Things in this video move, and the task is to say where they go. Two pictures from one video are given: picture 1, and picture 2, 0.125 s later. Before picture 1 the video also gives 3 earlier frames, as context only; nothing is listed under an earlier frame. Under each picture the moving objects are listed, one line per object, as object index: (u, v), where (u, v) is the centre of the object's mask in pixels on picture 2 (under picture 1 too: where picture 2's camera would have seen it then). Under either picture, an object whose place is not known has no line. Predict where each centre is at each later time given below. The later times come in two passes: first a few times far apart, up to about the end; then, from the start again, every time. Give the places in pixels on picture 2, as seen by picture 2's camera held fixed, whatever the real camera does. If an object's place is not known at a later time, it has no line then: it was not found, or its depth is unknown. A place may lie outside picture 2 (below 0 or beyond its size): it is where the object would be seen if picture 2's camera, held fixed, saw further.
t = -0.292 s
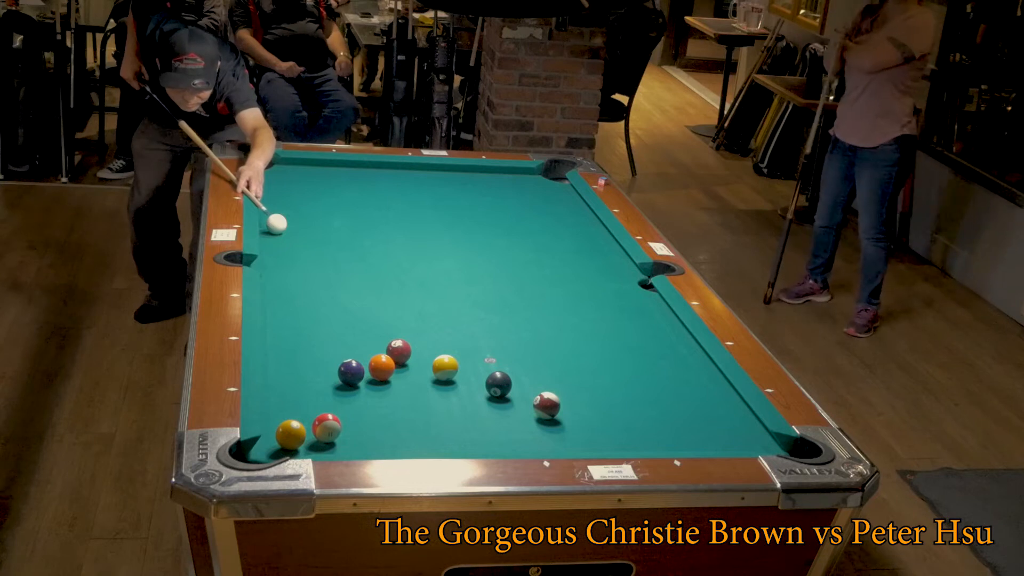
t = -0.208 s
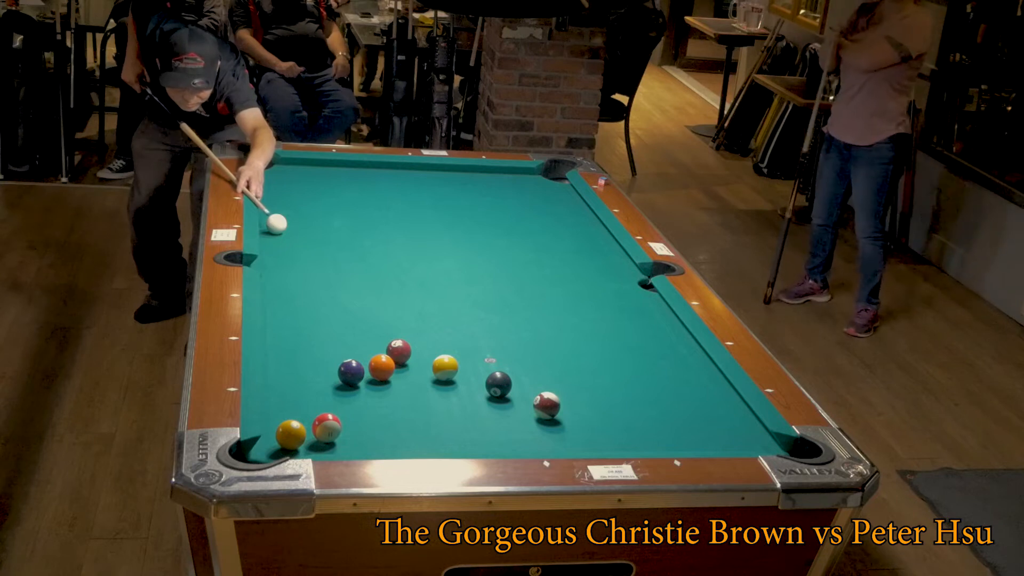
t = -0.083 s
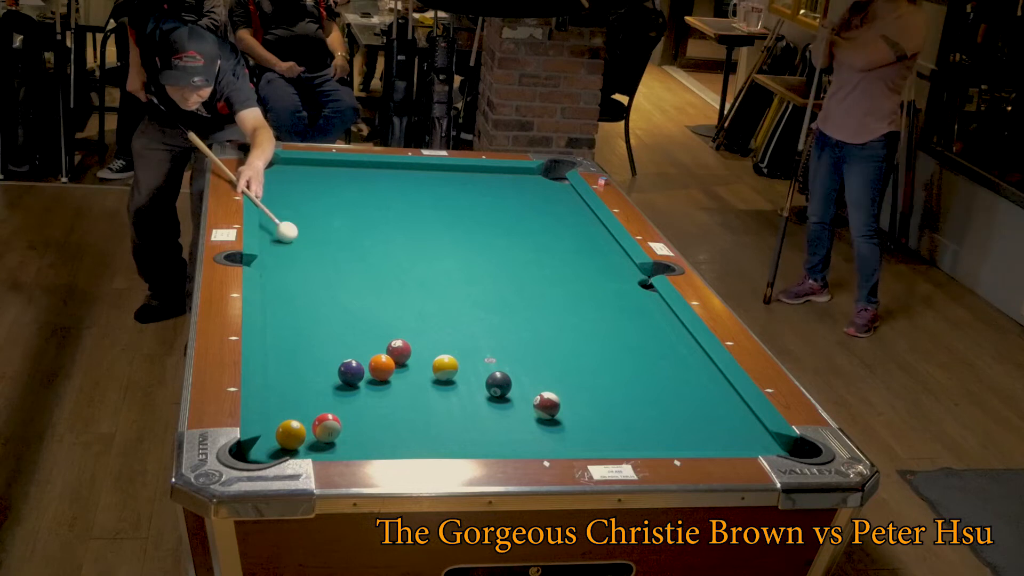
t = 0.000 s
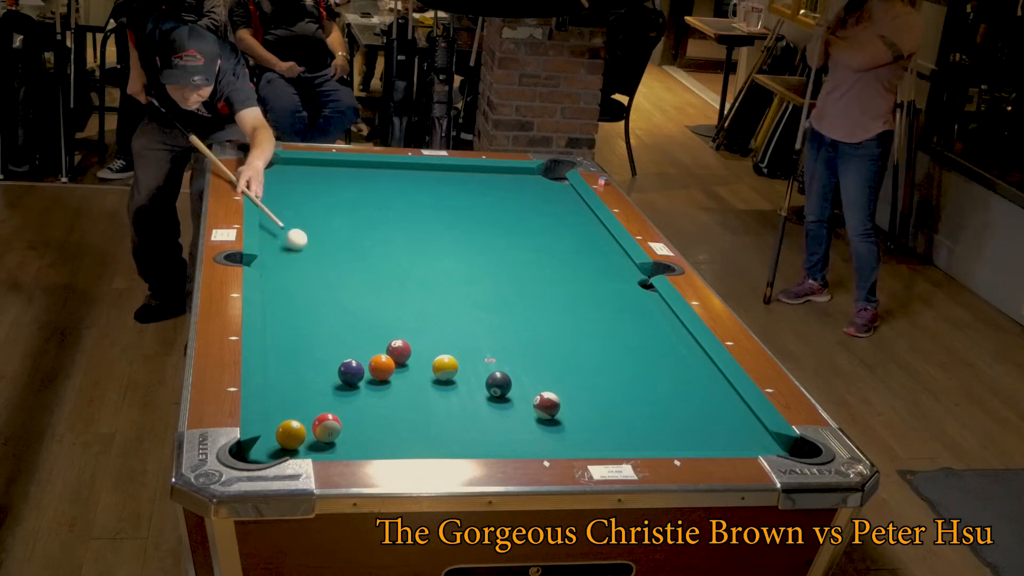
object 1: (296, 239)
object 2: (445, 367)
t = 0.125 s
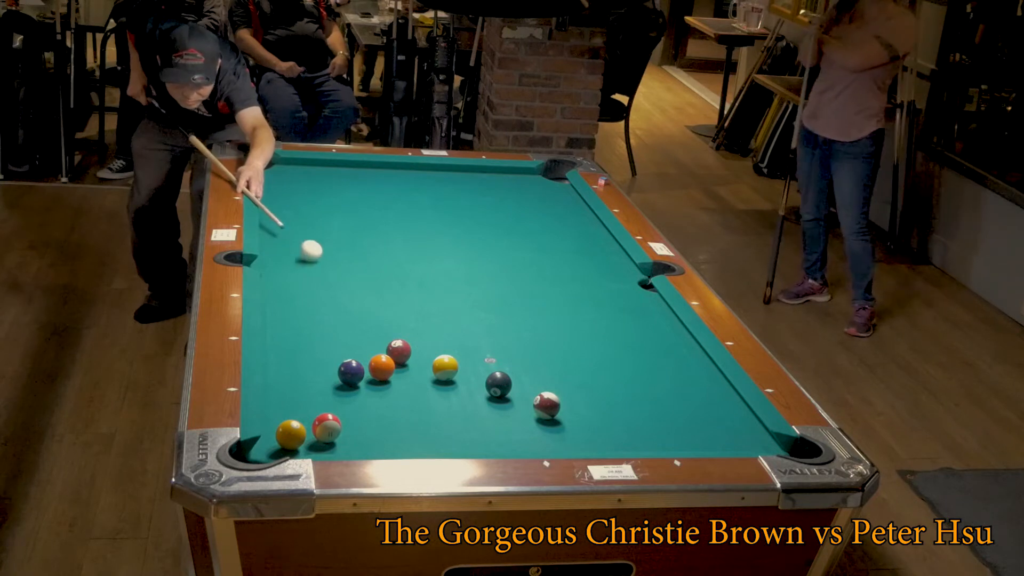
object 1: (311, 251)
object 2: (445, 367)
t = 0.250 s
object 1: (326, 263)
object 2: (445, 367)
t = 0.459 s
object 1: (352, 284)
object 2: (445, 367)
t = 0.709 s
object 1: (384, 310)
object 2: (445, 367)
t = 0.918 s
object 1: (412, 332)
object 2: (445, 367)
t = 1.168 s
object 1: (445, 353)
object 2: (447, 372)
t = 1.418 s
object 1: (470, 364)
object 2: (457, 393)
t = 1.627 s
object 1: (488, 368)
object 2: (465, 409)
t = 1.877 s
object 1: (513, 373)
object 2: (475, 430)
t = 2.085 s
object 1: (526, 378)
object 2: (484, 443)
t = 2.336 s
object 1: (543, 381)
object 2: (485, 441)
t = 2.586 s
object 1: (559, 384)
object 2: (482, 434)
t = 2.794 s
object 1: (568, 388)
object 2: (481, 427)
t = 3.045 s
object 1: (578, 391)
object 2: (480, 421)
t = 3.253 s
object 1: (584, 393)
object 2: (479, 416)
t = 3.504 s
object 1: (589, 395)
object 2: (478, 412)
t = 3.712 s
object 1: (591, 396)
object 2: (476, 408)
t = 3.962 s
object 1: (592, 397)
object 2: (475, 406)
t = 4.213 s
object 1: (592, 396)
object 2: (474, 405)
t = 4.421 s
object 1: (592, 396)
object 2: (474, 405)
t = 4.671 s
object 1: (592, 396)
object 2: (474, 405)
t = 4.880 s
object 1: (592, 396)
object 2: (474, 405)
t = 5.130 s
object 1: (591, 396)
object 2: (474, 405)
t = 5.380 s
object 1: (591, 397)
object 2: (474, 405)
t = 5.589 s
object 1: (591, 397)
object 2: (474, 405)
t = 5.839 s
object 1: (591, 397)
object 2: (474, 405)
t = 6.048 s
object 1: (591, 397)
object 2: (474, 405)
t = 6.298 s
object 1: (591, 397)
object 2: (474, 405)
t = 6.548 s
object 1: (591, 397)
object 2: (474, 405)
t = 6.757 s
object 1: (591, 397)
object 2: (474, 405)
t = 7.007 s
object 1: (591, 397)
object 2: (474, 405)
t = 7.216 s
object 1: (591, 397)
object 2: (474, 405)
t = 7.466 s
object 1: (591, 397)
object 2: (474, 405)
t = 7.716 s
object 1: (591, 397)
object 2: (474, 405)
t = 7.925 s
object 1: (591, 397)
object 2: (474, 405)
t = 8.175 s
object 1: (591, 397)
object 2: (474, 405)
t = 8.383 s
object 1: (591, 397)
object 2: (474, 405)
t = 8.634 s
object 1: (591, 397)
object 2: (474, 405)
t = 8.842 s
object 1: (591, 397)
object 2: (474, 405)
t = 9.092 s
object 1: (591, 397)
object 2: (474, 405)
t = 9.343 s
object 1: (591, 397)
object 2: (474, 405)
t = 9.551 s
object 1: (591, 397)
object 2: (474, 405)
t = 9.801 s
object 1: (591, 397)
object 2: (474, 405)
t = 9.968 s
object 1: (592, 397)
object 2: (474, 405)
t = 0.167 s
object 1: (316, 255)
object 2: (445, 367)
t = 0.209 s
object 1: (321, 259)
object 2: (445, 367)
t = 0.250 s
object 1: (326, 263)
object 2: (445, 367)
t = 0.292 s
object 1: (331, 267)
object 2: (445, 367)
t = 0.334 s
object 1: (336, 271)
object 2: (445, 367)
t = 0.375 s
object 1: (341, 275)
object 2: (445, 367)
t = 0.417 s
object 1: (346, 280)
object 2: (445, 367)
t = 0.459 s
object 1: (352, 284)
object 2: (445, 367)
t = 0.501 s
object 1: (357, 288)
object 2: (445, 367)
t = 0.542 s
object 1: (362, 292)
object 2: (445, 367)
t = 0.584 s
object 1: (367, 297)
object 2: (445, 367)
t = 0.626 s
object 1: (373, 301)
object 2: (445, 367)
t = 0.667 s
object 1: (378, 305)
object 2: (445, 367)
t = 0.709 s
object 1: (384, 310)
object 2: (445, 367)
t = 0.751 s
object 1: (389, 314)
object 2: (445, 367)
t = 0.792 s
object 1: (395, 319)
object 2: (445, 367)
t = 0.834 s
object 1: (400, 323)
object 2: (445, 367)
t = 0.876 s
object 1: (407, 328)
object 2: (445, 367)
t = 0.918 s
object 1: (412, 332)
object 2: (445, 367)
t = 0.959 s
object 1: (418, 338)
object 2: (445, 367)
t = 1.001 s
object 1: (424, 343)
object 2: (445, 367)
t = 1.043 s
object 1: (429, 347)
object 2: (445, 367)
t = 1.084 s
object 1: (434, 349)
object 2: (445, 367)
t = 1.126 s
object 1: (440, 351)
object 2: (445, 368)
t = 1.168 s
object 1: (445, 353)
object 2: (447, 372)
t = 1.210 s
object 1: (450, 355)
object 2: (449, 376)
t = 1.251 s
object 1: (454, 357)
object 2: (450, 379)
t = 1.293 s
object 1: (458, 360)
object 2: (452, 383)
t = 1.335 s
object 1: (462, 362)
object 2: (453, 386)
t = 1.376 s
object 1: (466, 364)
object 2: (455, 389)
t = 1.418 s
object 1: (470, 364)
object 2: (457, 393)
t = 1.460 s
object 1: (474, 365)
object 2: (458, 396)
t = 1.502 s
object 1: (478, 366)
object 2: (460, 399)
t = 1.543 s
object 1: (482, 367)
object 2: (462, 403)
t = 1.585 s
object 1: (485, 367)
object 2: (463, 406)
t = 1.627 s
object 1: (488, 368)
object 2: (465, 409)
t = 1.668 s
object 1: (491, 367)
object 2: (467, 413)
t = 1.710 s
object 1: (496, 367)
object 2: (468, 416)
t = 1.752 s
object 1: (500, 367)
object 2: (470, 420)
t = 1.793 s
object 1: (506, 369)
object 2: (472, 423)
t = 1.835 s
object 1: (510, 371)
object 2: (474, 426)
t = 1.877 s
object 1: (513, 373)
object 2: (475, 430)
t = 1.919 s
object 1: (516, 374)
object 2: (477, 433)
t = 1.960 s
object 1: (518, 375)
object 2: (478, 437)
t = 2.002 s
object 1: (521, 377)
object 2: (480, 439)
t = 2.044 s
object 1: (524, 378)
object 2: (482, 441)
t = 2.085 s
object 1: (526, 378)
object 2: (484, 443)
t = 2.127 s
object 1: (529, 379)
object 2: (486, 445)
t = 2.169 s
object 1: (532, 379)
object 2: (486, 445)
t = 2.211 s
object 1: (535, 380)
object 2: (486, 444)
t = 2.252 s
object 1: (538, 380)
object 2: (486, 443)
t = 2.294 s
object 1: (540, 381)
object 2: (485, 442)
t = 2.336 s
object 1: (543, 381)
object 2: (485, 441)
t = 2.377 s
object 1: (546, 381)
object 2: (484, 440)
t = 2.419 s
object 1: (549, 381)
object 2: (484, 439)
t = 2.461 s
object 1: (551, 382)
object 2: (483, 438)
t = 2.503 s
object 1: (554, 383)
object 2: (483, 436)
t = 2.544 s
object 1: (556, 383)
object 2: (482, 435)
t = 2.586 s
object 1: (559, 384)
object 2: (482, 434)
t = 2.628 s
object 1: (561, 385)
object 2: (482, 432)
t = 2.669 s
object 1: (563, 386)
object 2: (482, 431)
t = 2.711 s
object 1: (565, 387)
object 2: (482, 430)
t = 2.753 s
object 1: (566, 387)
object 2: (482, 428)
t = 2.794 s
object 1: (568, 388)
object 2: (481, 427)
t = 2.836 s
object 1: (570, 388)
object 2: (481, 426)
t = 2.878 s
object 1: (572, 389)
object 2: (481, 425)
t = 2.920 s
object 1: (573, 389)
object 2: (481, 424)
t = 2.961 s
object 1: (575, 390)
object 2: (481, 423)
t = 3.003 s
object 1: (576, 391)
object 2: (480, 422)
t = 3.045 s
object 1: (578, 391)
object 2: (480, 421)
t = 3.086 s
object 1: (579, 391)
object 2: (480, 420)
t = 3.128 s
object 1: (580, 392)
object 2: (480, 419)
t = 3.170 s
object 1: (582, 392)
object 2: (480, 418)
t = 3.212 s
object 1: (583, 393)
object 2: (480, 417)
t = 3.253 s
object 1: (584, 393)
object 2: (479, 416)
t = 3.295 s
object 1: (585, 393)
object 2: (479, 415)
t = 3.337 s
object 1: (586, 394)
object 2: (479, 414)
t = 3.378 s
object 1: (587, 394)
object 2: (479, 414)
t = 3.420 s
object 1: (588, 394)
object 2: (479, 413)
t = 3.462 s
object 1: (588, 395)
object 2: (478, 412)
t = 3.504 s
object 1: (589, 395)
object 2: (478, 412)
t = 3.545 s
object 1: (590, 395)
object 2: (477, 411)
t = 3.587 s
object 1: (590, 395)
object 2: (477, 410)
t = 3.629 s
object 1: (591, 396)
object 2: (477, 410)
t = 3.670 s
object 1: (591, 396)
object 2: (476, 409)
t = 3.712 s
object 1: (591, 396)
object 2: (476, 408)
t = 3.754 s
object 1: (591, 396)
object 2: (476, 408)
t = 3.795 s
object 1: (592, 396)
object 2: (476, 408)
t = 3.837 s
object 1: (592, 396)
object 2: (475, 407)
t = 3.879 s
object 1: (592, 397)
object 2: (475, 407)
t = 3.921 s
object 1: (592, 397)
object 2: (475, 406)
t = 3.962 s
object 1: (592, 397)
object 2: (475, 406)
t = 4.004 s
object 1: (592, 397)
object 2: (475, 406)
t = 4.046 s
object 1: (592, 397)
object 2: (475, 405)
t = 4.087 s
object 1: (592, 396)
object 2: (474, 405)
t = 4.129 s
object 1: (592, 397)
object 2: (474, 405)
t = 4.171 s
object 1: (592, 397)
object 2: (474, 405)
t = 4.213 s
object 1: (592, 396)
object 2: (474, 405)
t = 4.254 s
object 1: (592, 396)
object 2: (474, 405)
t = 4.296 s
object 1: (592, 396)
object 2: (474, 405)
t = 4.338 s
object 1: (592, 396)
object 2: (474, 405)
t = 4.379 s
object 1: (592, 396)
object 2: (474, 405)
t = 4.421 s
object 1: (592, 396)
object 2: (474, 405)
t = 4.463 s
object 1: (592, 396)
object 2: (474, 405)
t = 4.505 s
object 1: (592, 396)
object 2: (474, 405)
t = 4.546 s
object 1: (592, 396)
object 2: (474, 405)
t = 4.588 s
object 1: (592, 396)
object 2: (474, 405)
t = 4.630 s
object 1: (592, 396)
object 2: (474, 405)
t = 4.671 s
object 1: (592, 396)
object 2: (474, 405)
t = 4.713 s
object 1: (592, 396)
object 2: (474, 405)
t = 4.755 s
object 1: (592, 396)
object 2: (474, 405)
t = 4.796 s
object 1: (592, 396)
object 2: (474, 405)
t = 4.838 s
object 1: (592, 396)
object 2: (474, 405)
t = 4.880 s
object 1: (592, 396)
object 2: (474, 405)
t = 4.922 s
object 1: (592, 396)
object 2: (474, 405)
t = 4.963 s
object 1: (591, 396)
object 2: (474, 405)
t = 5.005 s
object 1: (592, 396)
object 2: (474, 405)
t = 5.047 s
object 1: (591, 396)
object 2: (474, 405)
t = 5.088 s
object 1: (591, 396)
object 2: (474, 405)
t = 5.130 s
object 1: (591, 396)
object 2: (474, 405)
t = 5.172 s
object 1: (591, 396)
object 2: (474, 405)
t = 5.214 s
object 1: (591, 396)
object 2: (474, 405)
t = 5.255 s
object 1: (591, 396)
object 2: (474, 405)
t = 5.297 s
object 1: (591, 396)
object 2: (474, 405)
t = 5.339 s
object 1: (591, 396)
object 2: (474, 405)
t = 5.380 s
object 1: (591, 397)
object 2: (474, 405)
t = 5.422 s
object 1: (591, 396)
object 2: (474, 405)
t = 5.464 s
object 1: (591, 397)
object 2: (474, 405)
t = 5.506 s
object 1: (591, 397)
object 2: (474, 405)
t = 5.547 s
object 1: (591, 397)
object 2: (474, 405)
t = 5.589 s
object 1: (591, 397)
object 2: (474, 405)
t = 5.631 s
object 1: (591, 397)
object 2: (474, 405)
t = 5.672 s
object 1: (591, 397)
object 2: (474, 405)
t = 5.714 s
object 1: (591, 397)
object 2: (474, 405)
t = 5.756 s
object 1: (591, 397)
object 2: (474, 405)
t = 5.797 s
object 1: (591, 397)
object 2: (474, 405)
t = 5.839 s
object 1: (591, 397)
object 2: (474, 405)
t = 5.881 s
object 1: (591, 397)
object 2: (474, 405)
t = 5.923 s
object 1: (591, 397)
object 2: (474, 405)
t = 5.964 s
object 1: (591, 397)
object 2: (474, 405)
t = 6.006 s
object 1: (591, 397)
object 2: (474, 405)
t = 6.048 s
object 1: (591, 397)
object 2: (474, 405)
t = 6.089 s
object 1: (591, 397)
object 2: (474, 405)
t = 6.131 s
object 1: (591, 397)
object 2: (474, 405)
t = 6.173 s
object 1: (591, 397)
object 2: (474, 405)
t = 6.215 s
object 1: (591, 397)
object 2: (474, 405)
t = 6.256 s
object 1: (591, 397)
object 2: (474, 405)
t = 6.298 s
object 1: (591, 397)
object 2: (474, 405)
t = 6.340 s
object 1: (591, 397)
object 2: (474, 405)
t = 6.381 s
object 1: (591, 397)
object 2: (474, 405)
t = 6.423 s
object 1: (591, 397)
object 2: (474, 405)
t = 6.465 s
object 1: (591, 397)
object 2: (474, 405)
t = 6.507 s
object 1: (591, 397)
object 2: (474, 405)
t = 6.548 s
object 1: (591, 397)
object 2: (474, 405)
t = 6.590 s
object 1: (591, 397)
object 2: (474, 405)
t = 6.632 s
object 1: (591, 397)
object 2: (474, 405)
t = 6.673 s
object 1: (591, 397)
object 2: (474, 405)
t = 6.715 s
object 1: (591, 397)
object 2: (474, 405)
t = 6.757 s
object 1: (591, 397)
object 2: (474, 405)
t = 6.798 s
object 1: (591, 397)
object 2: (474, 405)
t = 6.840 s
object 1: (591, 397)
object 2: (474, 405)
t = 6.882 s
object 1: (591, 397)
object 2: (474, 405)
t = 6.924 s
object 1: (591, 397)
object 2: (474, 405)
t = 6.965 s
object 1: (591, 397)
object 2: (474, 405)
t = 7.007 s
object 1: (591, 397)
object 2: (474, 405)
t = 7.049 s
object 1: (591, 397)
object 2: (474, 405)
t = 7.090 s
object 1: (591, 397)
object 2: (474, 405)
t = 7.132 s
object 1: (591, 397)
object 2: (474, 405)
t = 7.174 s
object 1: (591, 397)
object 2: (474, 405)
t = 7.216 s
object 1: (591, 397)
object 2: (474, 405)
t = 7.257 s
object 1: (591, 397)
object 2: (474, 405)
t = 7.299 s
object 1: (591, 397)
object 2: (474, 405)
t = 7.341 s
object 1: (591, 397)
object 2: (474, 405)
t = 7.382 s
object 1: (591, 397)
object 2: (474, 405)
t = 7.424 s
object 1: (591, 397)
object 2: (474, 405)
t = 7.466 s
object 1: (591, 397)
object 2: (474, 405)
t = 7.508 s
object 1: (591, 397)
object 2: (474, 405)
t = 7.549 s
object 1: (591, 397)
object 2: (474, 405)
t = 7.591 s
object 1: (591, 397)
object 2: (474, 405)
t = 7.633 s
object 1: (591, 397)
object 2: (474, 405)
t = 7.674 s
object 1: (591, 397)
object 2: (474, 405)
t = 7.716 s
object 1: (591, 397)
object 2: (474, 405)
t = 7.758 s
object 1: (591, 397)
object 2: (474, 405)
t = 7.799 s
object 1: (591, 397)
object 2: (474, 405)
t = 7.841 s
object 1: (591, 397)
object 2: (474, 405)
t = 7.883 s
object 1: (591, 397)
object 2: (474, 405)
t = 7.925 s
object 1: (591, 397)
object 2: (474, 405)
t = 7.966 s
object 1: (591, 397)
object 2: (474, 405)
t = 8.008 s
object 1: (591, 397)
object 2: (474, 405)
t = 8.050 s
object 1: (591, 397)
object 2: (474, 405)
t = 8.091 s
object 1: (591, 397)
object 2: (474, 405)
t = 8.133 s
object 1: (591, 397)
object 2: (474, 405)
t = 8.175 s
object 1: (591, 397)
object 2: (474, 405)
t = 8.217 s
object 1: (591, 397)
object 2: (474, 405)
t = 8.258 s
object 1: (591, 397)
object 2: (474, 405)
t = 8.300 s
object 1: (591, 397)
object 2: (474, 405)
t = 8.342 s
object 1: (591, 397)
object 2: (474, 405)
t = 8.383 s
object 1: (591, 397)
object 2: (474, 405)
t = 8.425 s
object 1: (591, 397)
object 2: (474, 405)
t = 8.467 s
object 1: (591, 397)
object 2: (474, 405)
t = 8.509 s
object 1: (591, 397)
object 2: (474, 405)
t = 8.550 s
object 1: (591, 397)
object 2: (474, 405)
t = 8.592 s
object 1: (591, 397)
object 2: (474, 405)
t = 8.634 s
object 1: (591, 397)
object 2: (474, 405)
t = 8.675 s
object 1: (591, 397)
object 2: (474, 405)
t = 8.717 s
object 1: (591, 397)
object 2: (474, 405)
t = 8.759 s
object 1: (591, 397)
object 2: (474, 405)
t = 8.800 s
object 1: (591, 397)
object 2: (474, 405)
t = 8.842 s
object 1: (591, 397)
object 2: (474, 405)
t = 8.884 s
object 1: (591, 397)
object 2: (474, 405)
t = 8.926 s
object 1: (591, 397)
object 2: (474, 405)
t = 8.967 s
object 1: (591, 397)
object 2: (474, 405)
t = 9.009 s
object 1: (591, 397)
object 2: (474, 405)
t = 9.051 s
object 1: (591, 397)
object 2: (474, 405)
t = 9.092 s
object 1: (591, 397)
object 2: (474, 405)
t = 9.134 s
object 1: (591, 397)
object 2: (474, 405)
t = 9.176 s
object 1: (591, 397)
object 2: (474, 405)
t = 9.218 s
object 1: (591, 397)
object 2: (474, 405)
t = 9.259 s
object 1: (591, 397)
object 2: (474, 405)
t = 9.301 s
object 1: (591, 397)
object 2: (474, 405)
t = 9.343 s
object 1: (591, 397)
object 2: (474, 405)
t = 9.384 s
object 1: (591, 397)
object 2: (474, 405)
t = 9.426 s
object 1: (591, 397)
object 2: (474, 405)
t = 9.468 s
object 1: (591, 397)
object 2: (474, 405)
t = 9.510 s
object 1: (591, 397)
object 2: (474, 405)
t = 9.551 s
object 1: (591, 397)
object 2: (474, 405)
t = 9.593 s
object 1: (592, 397)
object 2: (474, 405)
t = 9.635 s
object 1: (591, 397)
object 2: (474, 405)
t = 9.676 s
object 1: (591, 397)
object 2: (474, 405)
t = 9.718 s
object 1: (591, 397)
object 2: (474, 405)
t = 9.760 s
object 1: (591, 397)
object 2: (474, 405)
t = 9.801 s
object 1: (591, 397)
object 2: (474, 405)
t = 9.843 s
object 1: (591, 397)
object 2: (474, 405)
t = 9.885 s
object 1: (591, 397)
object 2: (474, 405)
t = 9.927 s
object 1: (592, 397)
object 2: (474, 405)
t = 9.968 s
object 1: (592, 397)
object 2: (474, 405)
